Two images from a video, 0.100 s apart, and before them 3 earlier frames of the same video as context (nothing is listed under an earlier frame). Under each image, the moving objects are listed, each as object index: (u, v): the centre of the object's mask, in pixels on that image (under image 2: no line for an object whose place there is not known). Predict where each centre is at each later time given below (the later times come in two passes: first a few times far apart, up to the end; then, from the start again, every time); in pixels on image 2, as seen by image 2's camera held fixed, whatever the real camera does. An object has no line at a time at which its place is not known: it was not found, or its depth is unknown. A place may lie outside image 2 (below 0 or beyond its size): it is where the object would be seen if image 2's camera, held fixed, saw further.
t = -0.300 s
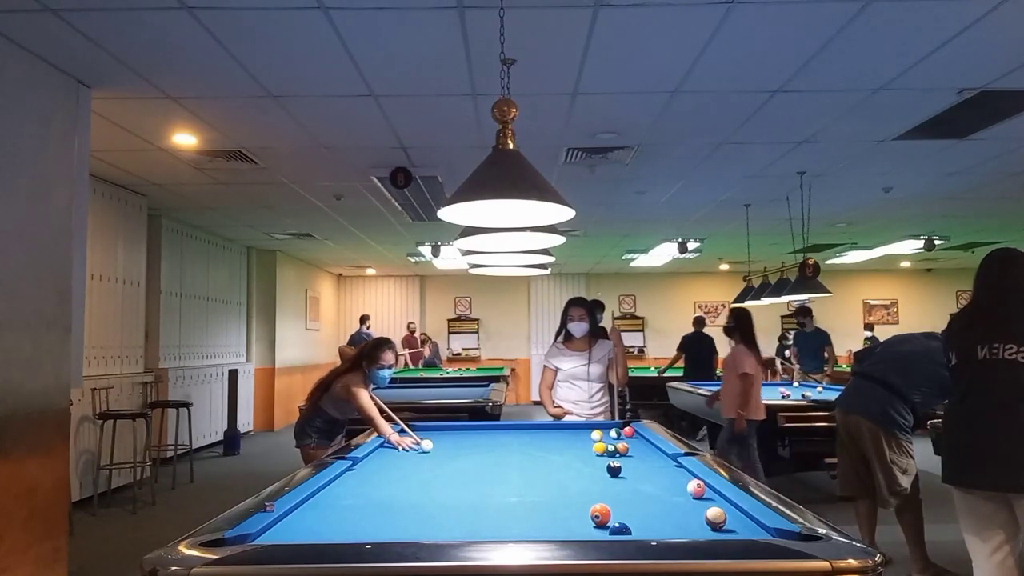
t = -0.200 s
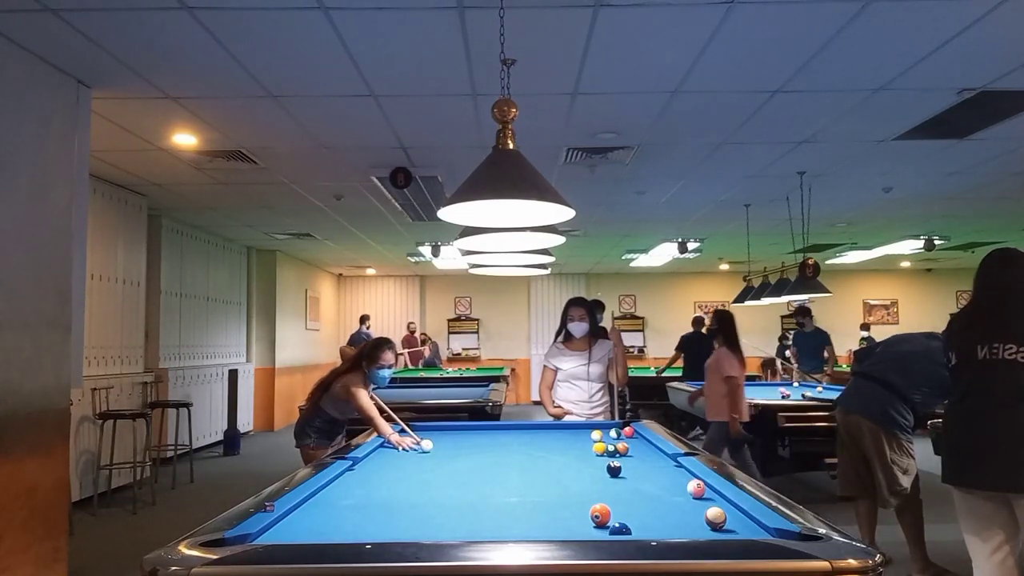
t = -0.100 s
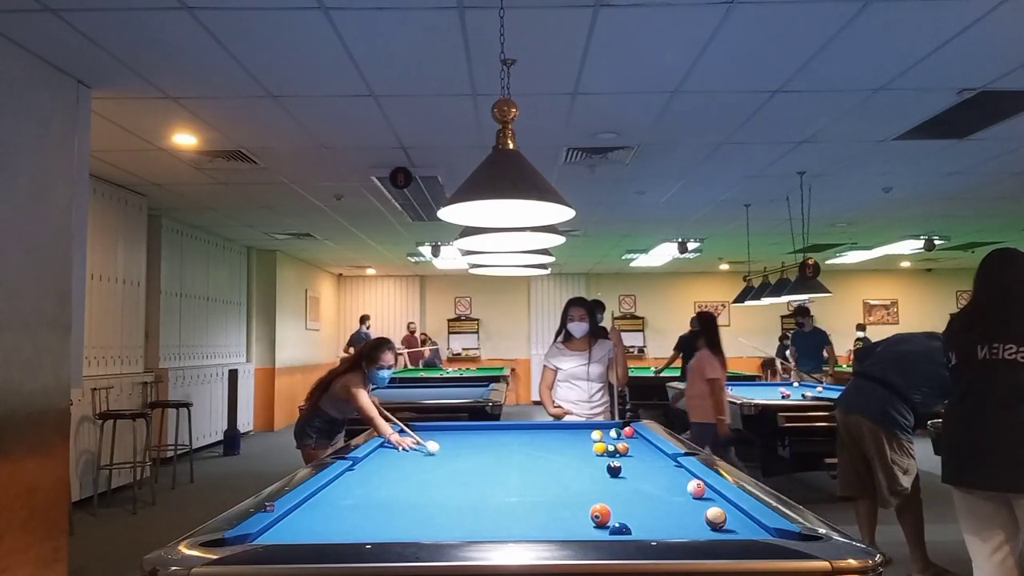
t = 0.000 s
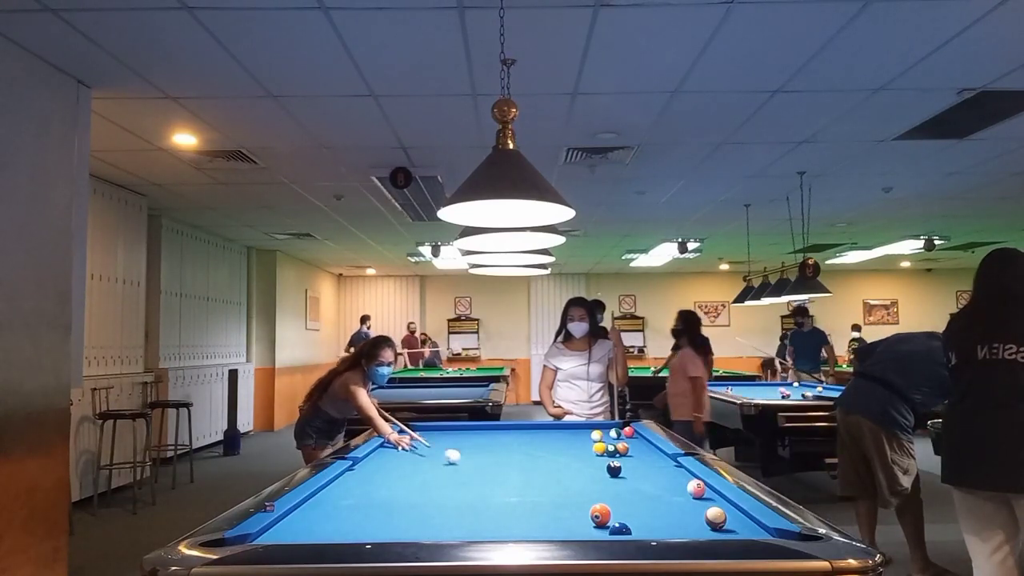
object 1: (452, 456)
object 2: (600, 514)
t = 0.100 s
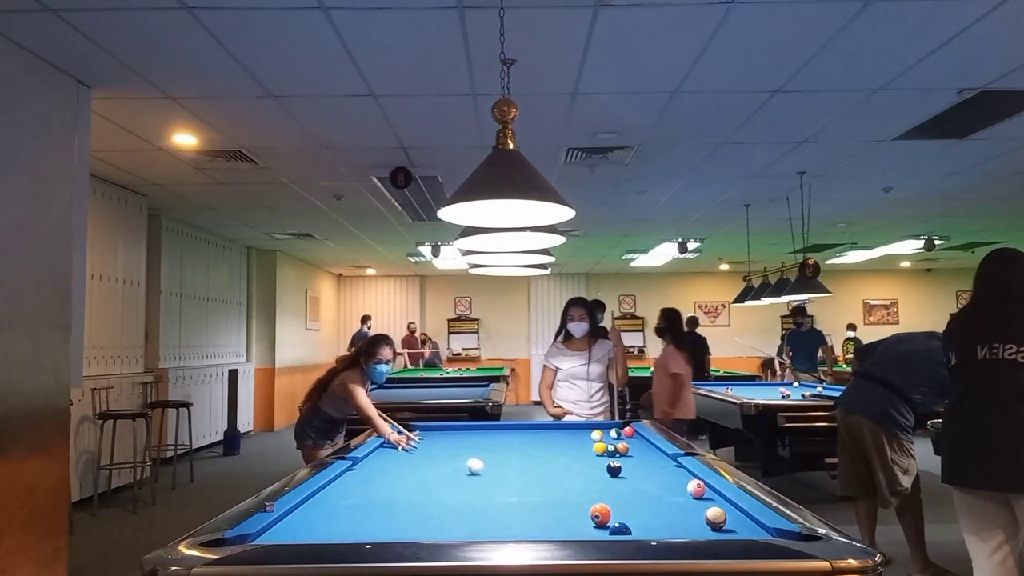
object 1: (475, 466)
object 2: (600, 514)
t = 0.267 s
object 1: (515, 483)
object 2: (600, 514)
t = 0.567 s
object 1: (573, 516)
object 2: (629, 517)
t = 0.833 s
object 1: (556, 530)
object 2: (745, 530)
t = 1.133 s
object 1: (551, 521)
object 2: (761, 531)
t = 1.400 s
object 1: (548, 510)
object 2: (766, 531)
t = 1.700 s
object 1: (544, 500)
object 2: (771, 530)
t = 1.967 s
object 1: (541, 492)
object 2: (769, 530)
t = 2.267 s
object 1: (539, 484)
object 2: (770, 530)
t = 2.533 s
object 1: (537, 479)
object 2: (770, 530)
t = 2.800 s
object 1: (536, 474)
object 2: (770, 530)
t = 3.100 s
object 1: (535, 468)
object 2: (770, 530)
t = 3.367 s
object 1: (534, 465)
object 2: (770, 530)
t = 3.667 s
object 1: (532, 461)
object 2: (770, 530)
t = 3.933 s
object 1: (531, 459)
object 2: (770, 530)
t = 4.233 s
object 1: (529, 456)
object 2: (770, 530)
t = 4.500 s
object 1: (528, 454)
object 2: (770, 530)
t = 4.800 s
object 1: (527, 451)
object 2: (770, 530)
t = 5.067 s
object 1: (526, 450)
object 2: (770, 530)
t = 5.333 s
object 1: (526, 449)
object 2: (770, 530)
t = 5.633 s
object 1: (525, 447)
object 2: (770, 530)
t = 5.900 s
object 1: (525, 446)
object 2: (770, 530)
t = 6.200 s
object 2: (770, 530)
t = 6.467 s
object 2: (770, 530)
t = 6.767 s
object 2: (770, 530)
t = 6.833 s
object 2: (770, 530)
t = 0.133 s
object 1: (482, 469)
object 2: (600, 514)
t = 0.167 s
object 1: (490, 473)
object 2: (600, 514)
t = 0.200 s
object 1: (498, 476)
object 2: (600, 514)
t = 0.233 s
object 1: (506, 479)
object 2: (600, 514)
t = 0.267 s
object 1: (515, 483)
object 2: (600, 514)
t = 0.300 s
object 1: (523, 486)
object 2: (600, 514)
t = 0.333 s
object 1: (531, 490)
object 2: (600, 514)
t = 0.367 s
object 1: (540, 494)
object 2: (600, 514)
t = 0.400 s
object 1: (549, 497)
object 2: (600, 514)
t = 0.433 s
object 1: (559, 502)
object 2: (600, 514)
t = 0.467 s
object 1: (569, 506)
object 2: (600, 514)
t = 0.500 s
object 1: (579, 510)
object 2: (600, 514)
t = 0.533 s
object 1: (578, 514)
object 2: (613, 514)
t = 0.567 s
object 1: (573, 516)
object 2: (629, 517)
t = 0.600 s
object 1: (569, 518)
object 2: (645, 520)
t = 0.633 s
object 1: (566, 521)
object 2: (661, 522)
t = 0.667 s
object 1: (564, 524)
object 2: (676, 524)
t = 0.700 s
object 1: (562, 526)
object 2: (690, 526)
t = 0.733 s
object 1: (560, 527)
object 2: (704, 527)
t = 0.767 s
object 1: (558, 529)
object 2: (719, 528)
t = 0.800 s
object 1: (557, 531)
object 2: (732, 529)
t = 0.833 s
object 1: (556, 530)
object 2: (745, 530)
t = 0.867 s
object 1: (555, 529)
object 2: (754, 530)
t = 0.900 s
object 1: (554, 528)
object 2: (762, 530)
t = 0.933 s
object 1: (554, 527)
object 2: (770, 530)
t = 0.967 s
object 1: (553, 527)
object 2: (769, 530)
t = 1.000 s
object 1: (553, 526)
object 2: (767, 530)
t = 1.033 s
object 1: (552, 525)
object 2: (766, 531)
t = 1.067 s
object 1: (552, 524)
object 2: (764, 531)
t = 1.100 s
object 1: (552, 523)
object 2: (763, 531)
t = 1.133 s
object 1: (551, 521)
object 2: (761, 531)
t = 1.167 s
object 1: (551, 520)
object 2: (762, 531)
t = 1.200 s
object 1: (550, 518)
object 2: (763, 531)
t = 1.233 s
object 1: (550, 517)
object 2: (763, 531)
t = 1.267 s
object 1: (550, 515)
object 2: (763, 531)
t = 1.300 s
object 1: (549, 514)
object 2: (764, 531)
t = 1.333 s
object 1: (549, 513)
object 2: (765, 531)
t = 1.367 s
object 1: (548, 511)
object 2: (765, 531)
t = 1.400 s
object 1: (548, 510)
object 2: (766, 531)
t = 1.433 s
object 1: (547, 509)
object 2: (767, 531)
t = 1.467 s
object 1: (547, 508)
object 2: (767, 531)
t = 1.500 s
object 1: (546, 506)
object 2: (768, 531)
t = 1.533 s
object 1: (546, 505)
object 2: (769, 530)
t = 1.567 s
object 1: (546, 504)
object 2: (769, 530)
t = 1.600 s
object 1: (545, 503)
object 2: (770, 530)
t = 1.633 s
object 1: (545, 502)
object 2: (770, 530)
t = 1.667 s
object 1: (544, 501)
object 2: (770, 530)
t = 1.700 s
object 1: (544, 500)
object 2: (771, 530)
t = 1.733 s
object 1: (544, 499)
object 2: (770, 530)
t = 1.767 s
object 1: (543, 498)
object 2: (770, 530)
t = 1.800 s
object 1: (543, 497)
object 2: (770, 530)
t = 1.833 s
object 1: (543, 496)
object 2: (770, 530)
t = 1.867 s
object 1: (542, 495)
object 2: (770, 530)
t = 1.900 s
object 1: (542, 494)
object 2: (770, 530)
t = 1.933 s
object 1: (542, 493)
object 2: (769, 530)
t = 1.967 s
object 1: (541, 492)
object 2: (769, 530)
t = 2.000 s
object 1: (541, 491)
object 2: (769, 530)
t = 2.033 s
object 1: (541, 490)
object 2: (769, 530)
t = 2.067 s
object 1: (541, 489)
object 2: (770, 530)
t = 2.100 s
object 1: (540, 488)
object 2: (770, 530)
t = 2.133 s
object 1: (540, 487)
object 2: (770, 530)
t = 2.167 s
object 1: (540, 487)
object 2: (770, 530)
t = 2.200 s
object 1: (539, 486)
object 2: (770, 530)
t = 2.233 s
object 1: (539, 485)
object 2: (770, 530)
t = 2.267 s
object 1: (539, 484)
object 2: (770, 530)
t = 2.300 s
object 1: (539, 483)
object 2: (770, 530)
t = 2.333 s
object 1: (539, 483)
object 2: (770, 530)
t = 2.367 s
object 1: (538, 482)
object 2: (770, 530)
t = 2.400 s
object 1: (538, 481)
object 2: (770, 530)
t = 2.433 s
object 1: (538, 480)
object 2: (770, 530)
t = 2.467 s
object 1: (538, 480)
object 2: (770, 530)
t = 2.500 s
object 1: (538, 479)
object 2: (770, 530)
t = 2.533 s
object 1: (537, 479)
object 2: (770, 530)
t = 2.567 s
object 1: (537, 478)
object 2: (770, 530)
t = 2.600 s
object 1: (537, 477)
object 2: (770, 530)
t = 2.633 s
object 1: (537, 477)
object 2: (770, 530)
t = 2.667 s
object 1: (537, 476)
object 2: (770, 530)
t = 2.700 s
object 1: (536, 475)
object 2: (770, 530)
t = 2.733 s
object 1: (536, 475)
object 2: (770, 530)
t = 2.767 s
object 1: (536, 474)
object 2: (770, 530)
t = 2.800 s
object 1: (536, 474)
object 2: (770, 530)
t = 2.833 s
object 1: (536, 473)
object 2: (770, 530)
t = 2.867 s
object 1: (536, 472)
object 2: (770, 530)
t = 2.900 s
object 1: (536, 472)
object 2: (770, 530)
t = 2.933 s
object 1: (536, 471)
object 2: (770, 530)
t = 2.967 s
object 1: (536, 471)
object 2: (770, 530)
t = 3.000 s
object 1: (535, 470)
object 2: (770, 530)
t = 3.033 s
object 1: (535, 470)
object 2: (770, 530)
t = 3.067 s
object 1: (535, 469)
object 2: (770, 530)
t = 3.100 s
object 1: (535, 468)
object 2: (770, 530)
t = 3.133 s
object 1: (535, 468)
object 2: (770, 530)
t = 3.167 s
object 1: (534, 468)
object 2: (770, 530)
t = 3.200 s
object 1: (534, 467)
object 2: (770, 530)
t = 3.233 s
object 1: (534, 467)
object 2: (770, 530)
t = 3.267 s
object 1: (534, 466)
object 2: (770, 530)
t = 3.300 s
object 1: (534, 466)
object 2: (770, 530)
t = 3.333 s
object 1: (534, 465)
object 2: (770, 530)
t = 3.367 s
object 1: (534, 465)
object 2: (770, 530)
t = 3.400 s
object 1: (534, 465)
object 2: (770, 530)
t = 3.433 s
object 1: (534, 464)
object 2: (770, 530)
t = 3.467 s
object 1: (533, 464)
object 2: (770, 530)
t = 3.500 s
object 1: (533, 463)
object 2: (770, 530)
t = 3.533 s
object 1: (533, 463)
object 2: (770, 530)
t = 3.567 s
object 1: (533, 462)
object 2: (770, 530)
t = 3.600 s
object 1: (533, 462)
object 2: (770, 530)
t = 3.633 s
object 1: (532, 462)
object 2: (770, 530)
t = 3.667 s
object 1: (532, 461)
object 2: (770, 530)
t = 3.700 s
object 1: (532, 461)
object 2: (770, 530)
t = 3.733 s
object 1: (532, 461)
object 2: (770, 530)
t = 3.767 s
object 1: (531, 460)
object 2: (770, 530)
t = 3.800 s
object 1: (531, 460)
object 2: (770, 530)
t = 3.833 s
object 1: (531, 460)
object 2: (770, 530)
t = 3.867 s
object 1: (531, 459)
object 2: (770, 530)
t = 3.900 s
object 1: (531, 459)
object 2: (770, 530)
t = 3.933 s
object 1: (531, 459)
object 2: (770, 530)
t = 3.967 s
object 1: (530, 458)
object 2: (770, 530)
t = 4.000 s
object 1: (530, 458)
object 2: (770, 530)
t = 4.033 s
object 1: (530, 458)
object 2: (770, 530)
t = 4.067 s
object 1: (530, 457)
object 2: (770, 530)
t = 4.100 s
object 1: (530, 457)
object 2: (770, 530)
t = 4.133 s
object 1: (530, 457)
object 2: (770, 530)
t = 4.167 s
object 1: (529, 456)
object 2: (770, 530)
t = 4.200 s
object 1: (529, 456)
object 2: (770, 530)
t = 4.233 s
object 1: (529, 456)
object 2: (770, 530)
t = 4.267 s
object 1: (529, 455)
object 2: (770, 530)
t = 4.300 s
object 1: (529, 455)
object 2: (770, 530)
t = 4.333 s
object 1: (529, 455)
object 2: (770, 530)
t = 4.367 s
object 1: (529, 454)
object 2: (770, 530)
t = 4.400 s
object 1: (529, 454)
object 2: (770, 530)
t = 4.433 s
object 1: (528, 454)
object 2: (770, 530)
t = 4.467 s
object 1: (528, 454)
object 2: (770, 530)
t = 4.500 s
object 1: (528, 454)
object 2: (770, 530)
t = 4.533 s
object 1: (528, 453)
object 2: (770, 530)
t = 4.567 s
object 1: (528, 453)
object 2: (770, 530)
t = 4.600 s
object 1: (528, 453)
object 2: (770, 530)
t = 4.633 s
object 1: (528, 452)
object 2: (770, 530)
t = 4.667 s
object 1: (528, 452)
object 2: (770, 530)
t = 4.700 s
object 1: (527, 452)
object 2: (770, 530)
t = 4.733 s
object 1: (527, 452)
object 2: (770, 530)
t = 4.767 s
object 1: (527, 452)
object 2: (770, 530)
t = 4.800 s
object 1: (527, 451)
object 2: (770, 530)
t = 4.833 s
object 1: (527, 451)
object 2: (770, 530)
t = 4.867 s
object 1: (527, 451)
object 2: (770, 530)
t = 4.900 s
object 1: (527, 451)
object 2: (770, 530)
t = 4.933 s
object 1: (526, 450)
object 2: (770, 530)
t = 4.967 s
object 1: (526, 450)
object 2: (770, 530)
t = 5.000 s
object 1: (526, 450)
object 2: (770, 530)
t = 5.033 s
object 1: (526, 450)
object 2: (770, 530)
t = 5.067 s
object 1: (526, 450)
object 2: (770, 530)
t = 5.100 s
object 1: (526, 450)
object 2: (770, 530)
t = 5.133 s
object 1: (526, 450)
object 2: (770, 530)
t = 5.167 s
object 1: (526, 449)
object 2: (770, 530)
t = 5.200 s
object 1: (526, 449)
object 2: (770, 530)
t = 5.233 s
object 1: (526, 449)
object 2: (770, 530)
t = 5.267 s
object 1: (526, 449)
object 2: (770, 530)
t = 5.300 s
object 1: (526, 449)
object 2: (770, 530)
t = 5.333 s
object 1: (526, 449)
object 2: (770, 530)
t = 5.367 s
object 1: (526, 448)
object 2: (770, 530)
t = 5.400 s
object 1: (525, 448)
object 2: (770, 530)
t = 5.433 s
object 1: (525, 448)
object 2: (770, 530)
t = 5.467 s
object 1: (525, 448)
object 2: (770, 530)
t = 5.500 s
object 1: (525, 448)
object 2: (770, 530)
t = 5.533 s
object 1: (525, 448)
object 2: (770, 530)
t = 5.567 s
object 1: (525, 448)
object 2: (770, 530)
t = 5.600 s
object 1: (525, 447)
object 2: (770, 530)
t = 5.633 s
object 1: (525, 447)
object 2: (770, 530)
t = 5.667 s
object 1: (525, 447)
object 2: (770, 530)
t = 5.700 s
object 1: (525, 447)
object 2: (770, 530)
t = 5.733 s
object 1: (525, 447)
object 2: (770, 530)
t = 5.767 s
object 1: (525, 447)
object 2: (770, 530)
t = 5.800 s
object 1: (525, 447)
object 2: (770, 530)
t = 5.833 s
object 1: (525, 447)
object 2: (770, 530)
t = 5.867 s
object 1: (525, 446)
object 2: (770, 530)
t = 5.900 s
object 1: (525, 446)
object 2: (770, 530)
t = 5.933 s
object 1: (526, 446)
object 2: (770, 530)
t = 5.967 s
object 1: (526, 446)
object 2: (770, 530)
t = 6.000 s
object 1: (526, 446)
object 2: (770, 530)
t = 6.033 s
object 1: (526, 446)
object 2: (770, 530)
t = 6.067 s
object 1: (526, 446)
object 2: (770, 530)
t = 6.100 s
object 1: (526, 446)
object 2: (770, 530)
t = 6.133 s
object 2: (770, 530)
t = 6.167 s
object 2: (770, 530)
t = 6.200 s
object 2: (770, 530)
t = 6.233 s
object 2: (770, 530)
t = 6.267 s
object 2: (770, 530)
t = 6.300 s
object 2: (770, 530)
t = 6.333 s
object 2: (770, 530)
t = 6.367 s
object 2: (770, 530)
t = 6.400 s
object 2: (770, 530)
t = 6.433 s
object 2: (770, 530)
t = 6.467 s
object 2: (770, 530)
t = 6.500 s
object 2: (770, 530)
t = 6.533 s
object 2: (770, 530)
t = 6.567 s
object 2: (770, 530)
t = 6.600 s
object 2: (770, 530)
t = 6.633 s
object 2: (770, 530)
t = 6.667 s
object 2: (770, 530)
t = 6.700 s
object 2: (770, 530)
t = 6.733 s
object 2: (770, 530)
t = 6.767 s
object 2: (770, 530)
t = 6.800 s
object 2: (770, 530)
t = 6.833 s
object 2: (770, 530)
